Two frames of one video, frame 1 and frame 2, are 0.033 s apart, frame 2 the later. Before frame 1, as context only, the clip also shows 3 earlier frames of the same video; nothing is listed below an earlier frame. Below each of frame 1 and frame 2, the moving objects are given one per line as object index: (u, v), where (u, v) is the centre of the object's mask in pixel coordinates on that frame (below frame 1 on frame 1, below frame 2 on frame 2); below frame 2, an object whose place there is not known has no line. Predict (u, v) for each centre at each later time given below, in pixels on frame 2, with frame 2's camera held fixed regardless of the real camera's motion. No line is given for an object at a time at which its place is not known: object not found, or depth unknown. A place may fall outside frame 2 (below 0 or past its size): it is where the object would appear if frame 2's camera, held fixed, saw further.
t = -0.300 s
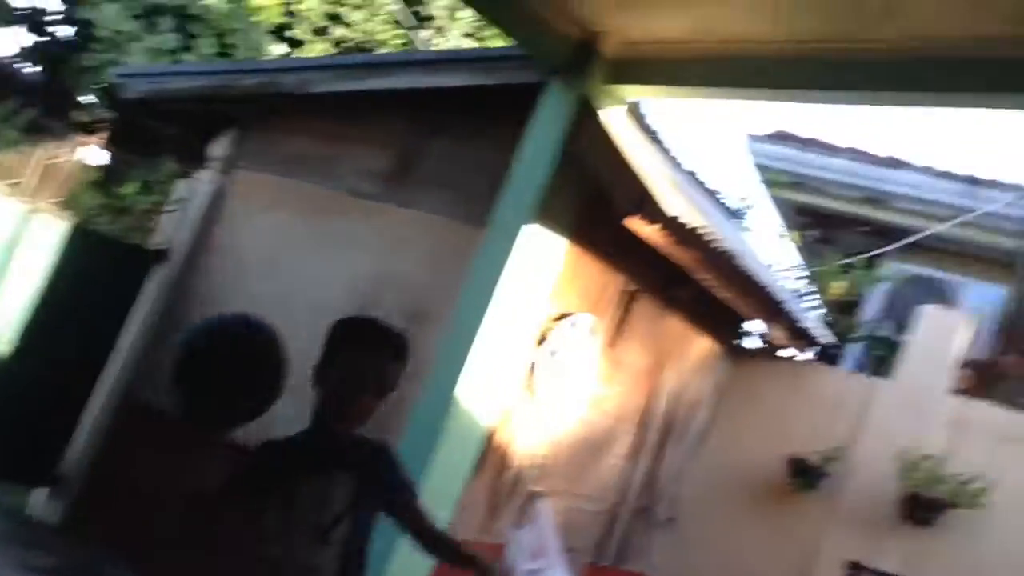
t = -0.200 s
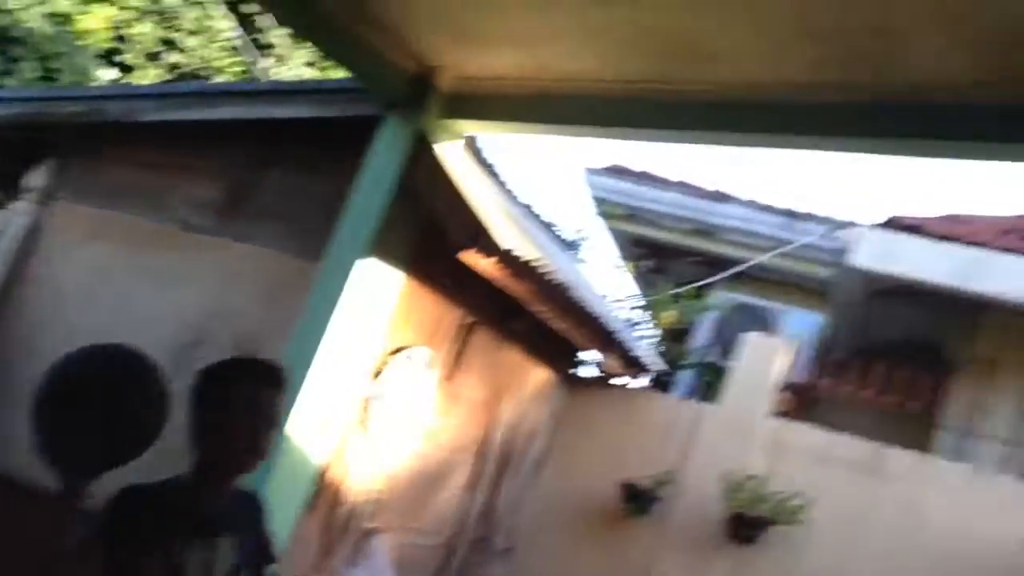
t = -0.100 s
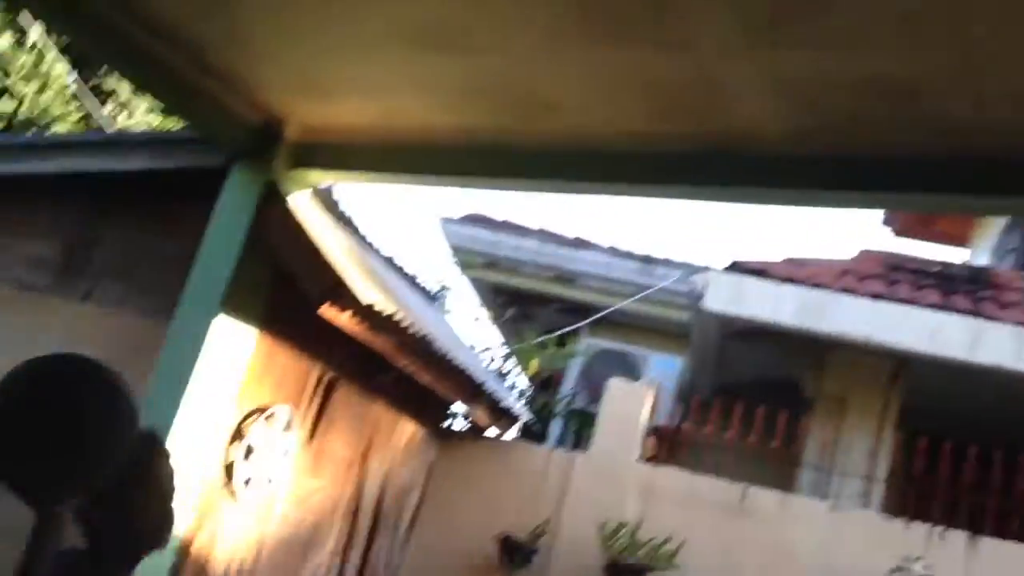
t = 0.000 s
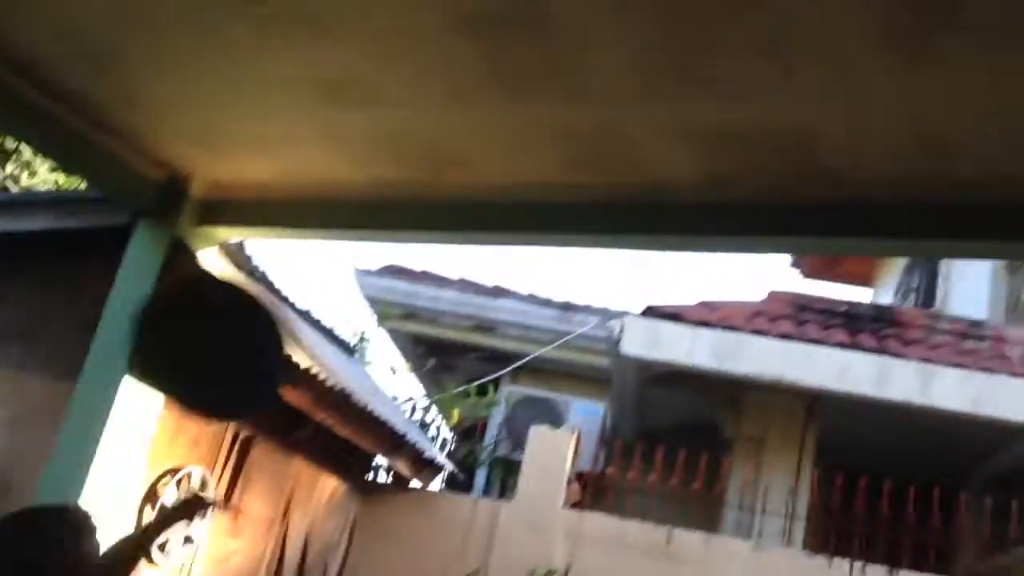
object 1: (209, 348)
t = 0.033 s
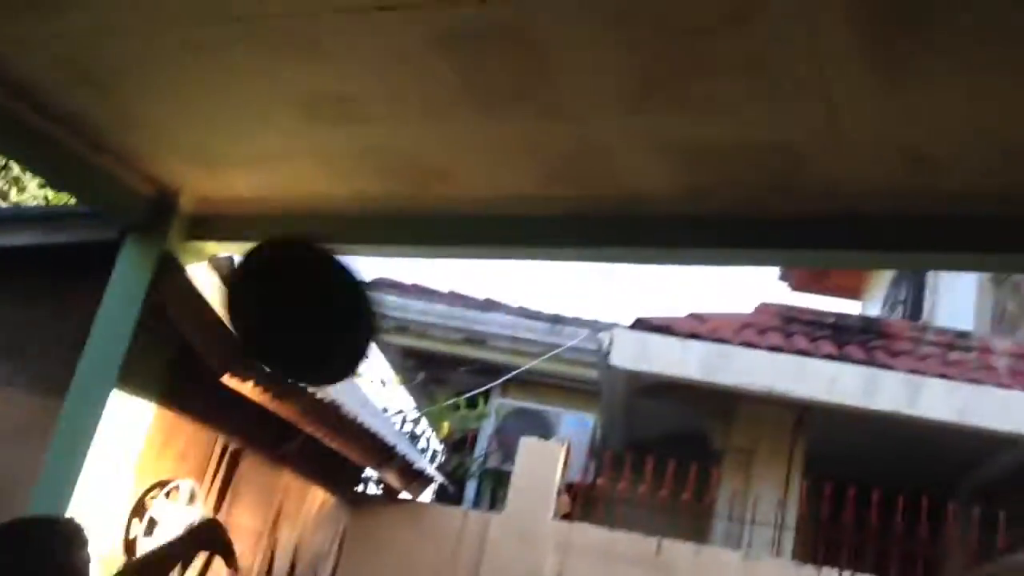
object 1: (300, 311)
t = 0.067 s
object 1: (402, 266)
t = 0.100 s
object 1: (503, 226)
